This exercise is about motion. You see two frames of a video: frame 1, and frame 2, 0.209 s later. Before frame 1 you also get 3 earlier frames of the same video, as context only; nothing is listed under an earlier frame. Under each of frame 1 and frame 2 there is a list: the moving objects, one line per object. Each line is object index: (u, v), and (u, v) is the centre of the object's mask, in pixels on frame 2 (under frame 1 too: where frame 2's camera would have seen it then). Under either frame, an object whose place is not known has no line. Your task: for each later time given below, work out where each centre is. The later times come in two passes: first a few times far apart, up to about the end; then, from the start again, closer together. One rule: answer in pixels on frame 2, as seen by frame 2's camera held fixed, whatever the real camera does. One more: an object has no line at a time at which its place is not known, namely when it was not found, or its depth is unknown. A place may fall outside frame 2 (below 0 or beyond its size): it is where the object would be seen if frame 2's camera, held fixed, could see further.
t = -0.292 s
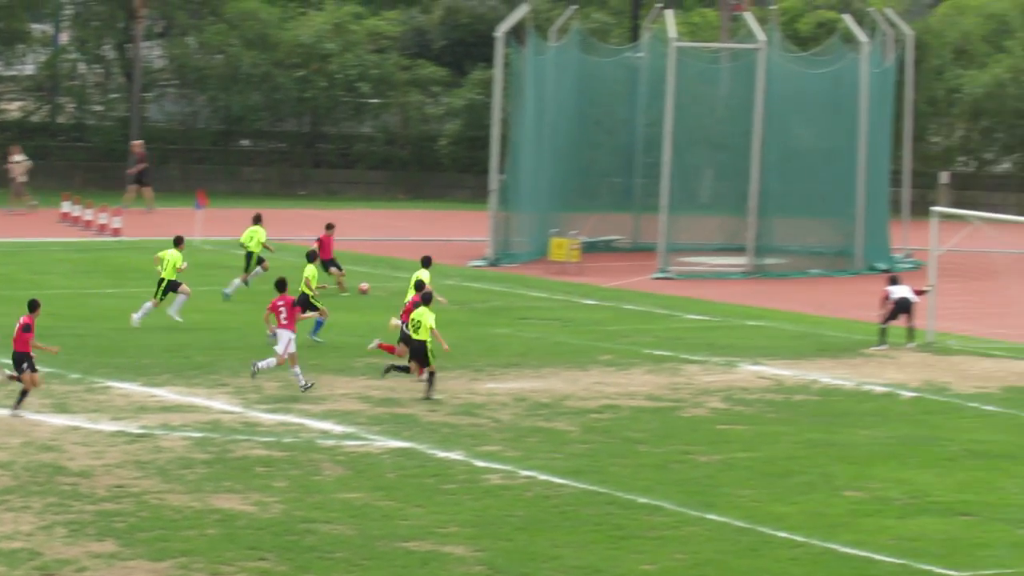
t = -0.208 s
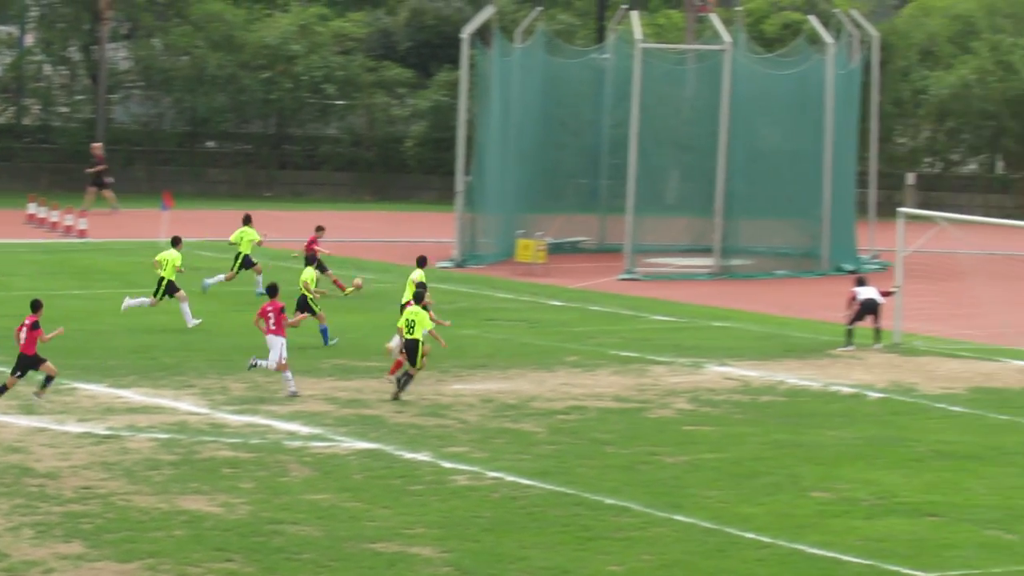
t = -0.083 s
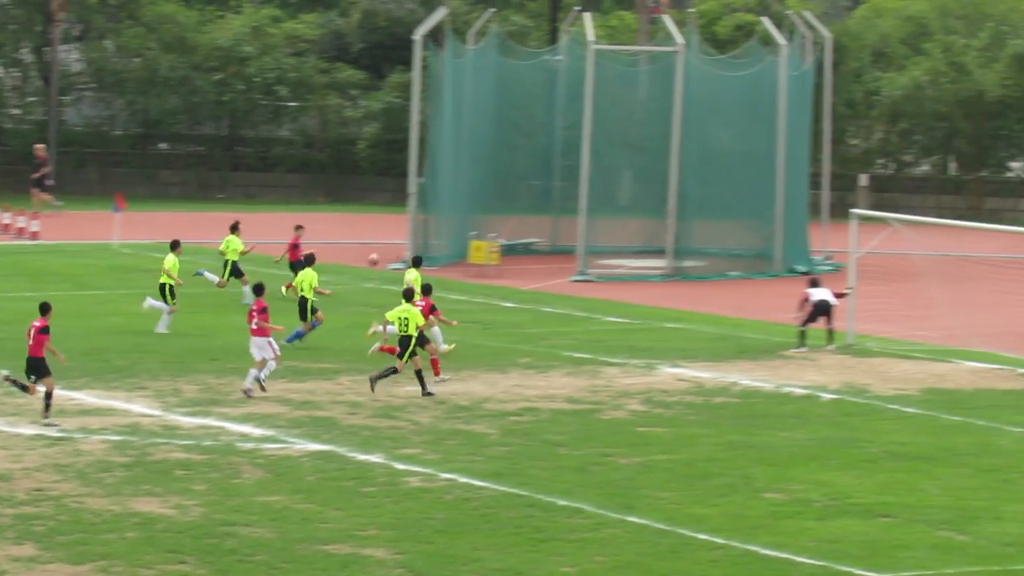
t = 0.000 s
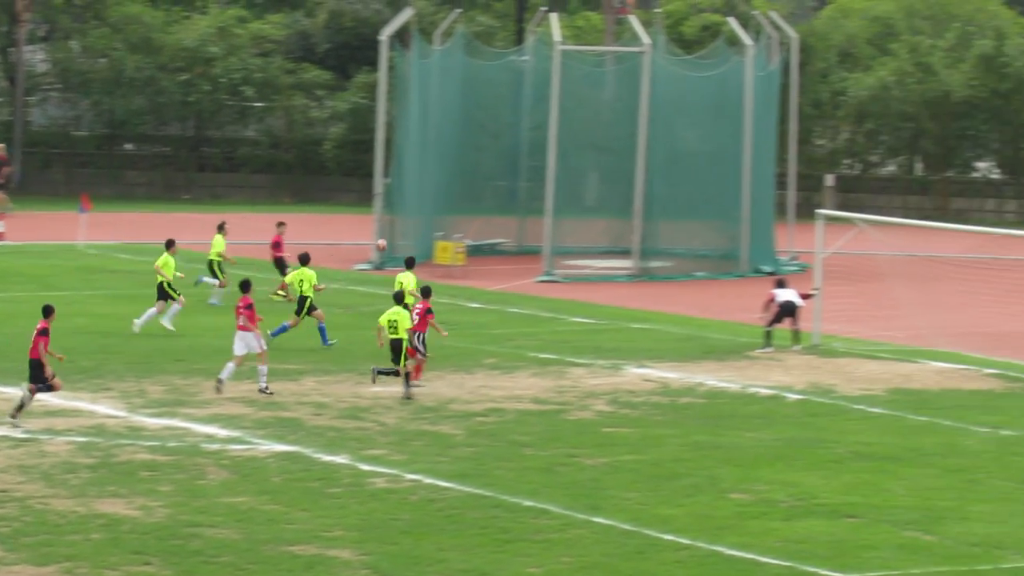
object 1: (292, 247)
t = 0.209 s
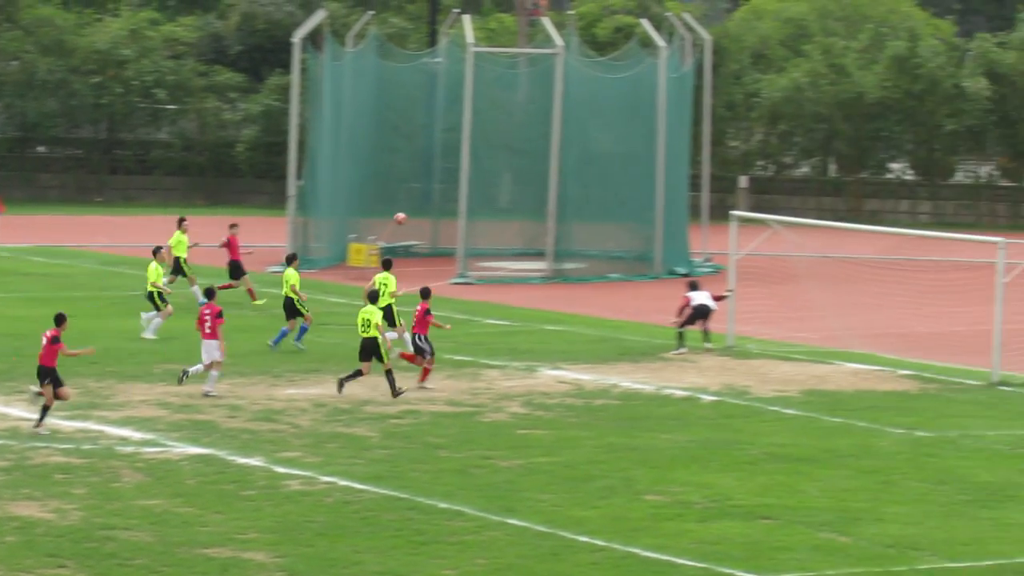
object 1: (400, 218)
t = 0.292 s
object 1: (442, 210)
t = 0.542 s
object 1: (571, 207)
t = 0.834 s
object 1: (724, 242)
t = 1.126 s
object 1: (881, 328)
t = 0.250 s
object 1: (421, 214)
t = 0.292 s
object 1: (442, 210)
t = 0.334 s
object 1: (464, 208)
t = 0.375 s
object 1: (485, 206)
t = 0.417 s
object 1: (507, 206)
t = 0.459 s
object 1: (528, 205)
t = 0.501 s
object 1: (549, 206)
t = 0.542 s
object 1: (571, 207)
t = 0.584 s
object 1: (593, 209)
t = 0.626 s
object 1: (614, 212)
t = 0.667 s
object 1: (636, 217)
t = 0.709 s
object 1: (658, 222)
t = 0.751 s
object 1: (679, 227)
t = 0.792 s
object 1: (701, 234)
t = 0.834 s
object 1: (724, 242)
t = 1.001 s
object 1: (812, 283)
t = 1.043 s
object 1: (835, 297)
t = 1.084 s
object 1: (858, 311)
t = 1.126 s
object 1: (881, 328)
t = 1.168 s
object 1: (906, 344)
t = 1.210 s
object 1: (930, 362)
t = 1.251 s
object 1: (955, 382)
